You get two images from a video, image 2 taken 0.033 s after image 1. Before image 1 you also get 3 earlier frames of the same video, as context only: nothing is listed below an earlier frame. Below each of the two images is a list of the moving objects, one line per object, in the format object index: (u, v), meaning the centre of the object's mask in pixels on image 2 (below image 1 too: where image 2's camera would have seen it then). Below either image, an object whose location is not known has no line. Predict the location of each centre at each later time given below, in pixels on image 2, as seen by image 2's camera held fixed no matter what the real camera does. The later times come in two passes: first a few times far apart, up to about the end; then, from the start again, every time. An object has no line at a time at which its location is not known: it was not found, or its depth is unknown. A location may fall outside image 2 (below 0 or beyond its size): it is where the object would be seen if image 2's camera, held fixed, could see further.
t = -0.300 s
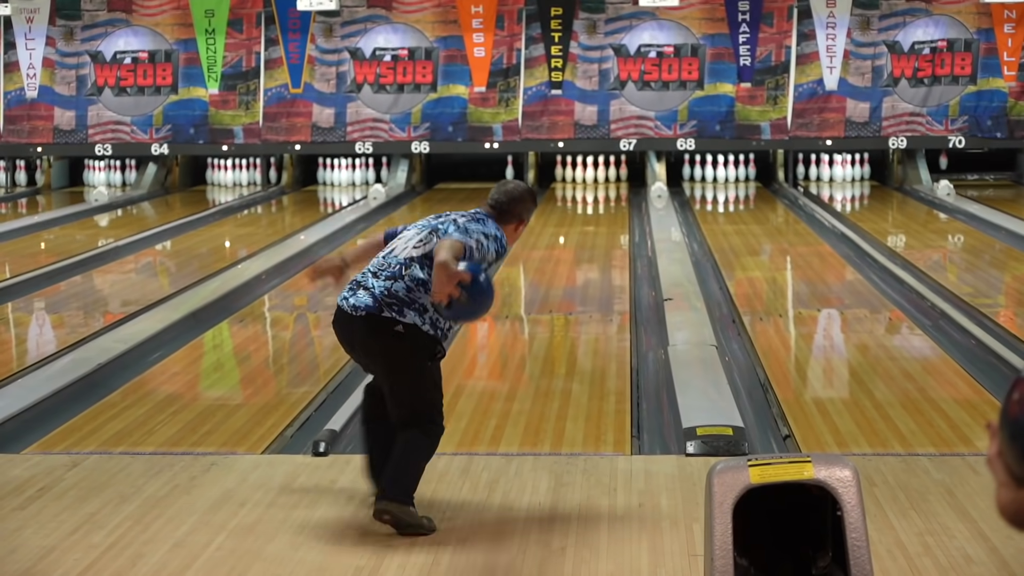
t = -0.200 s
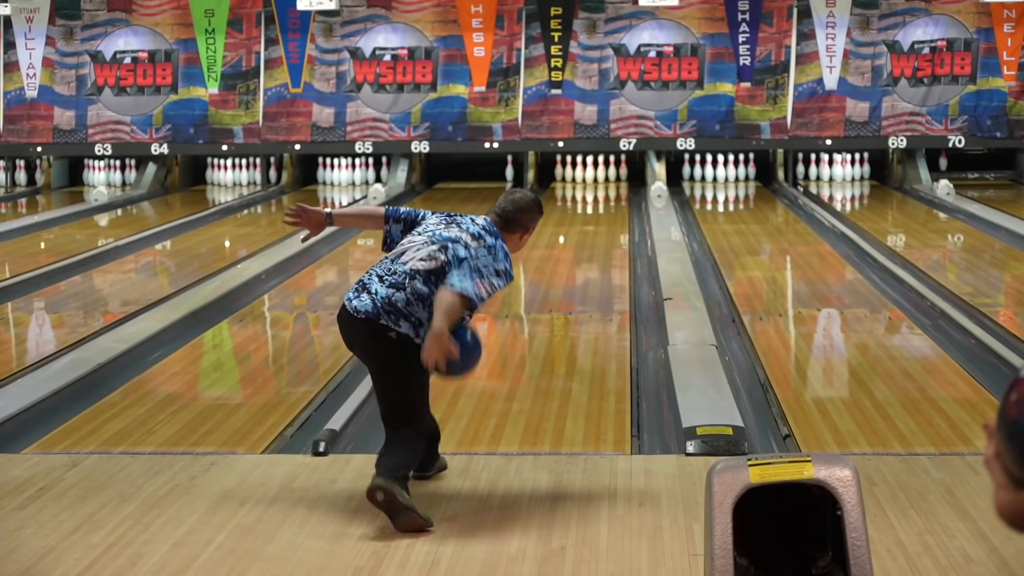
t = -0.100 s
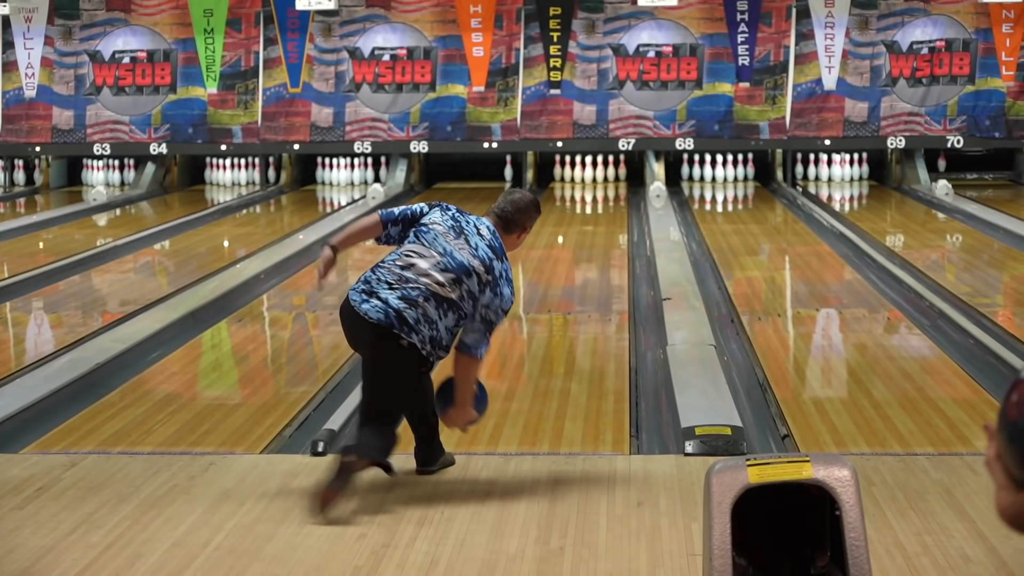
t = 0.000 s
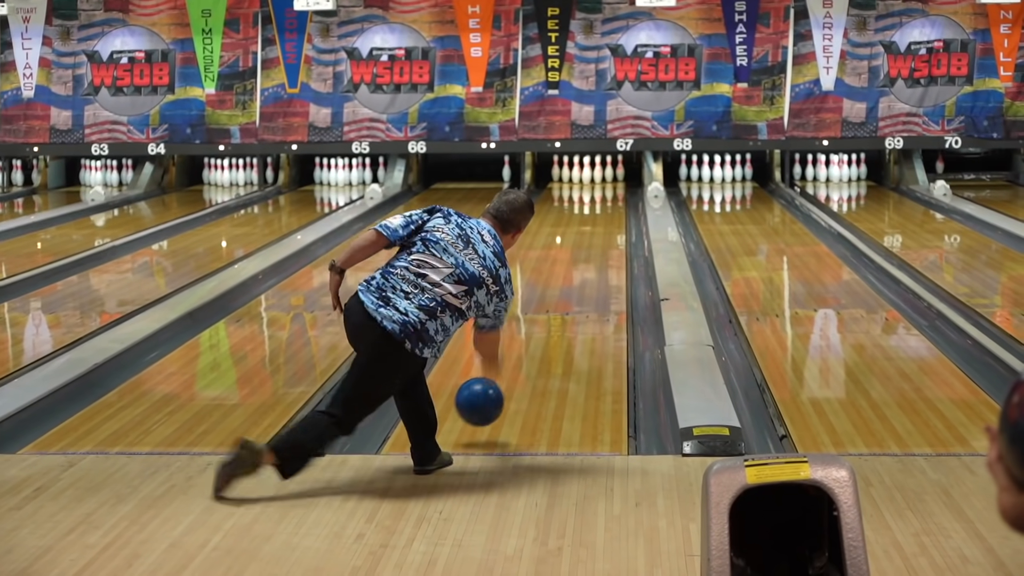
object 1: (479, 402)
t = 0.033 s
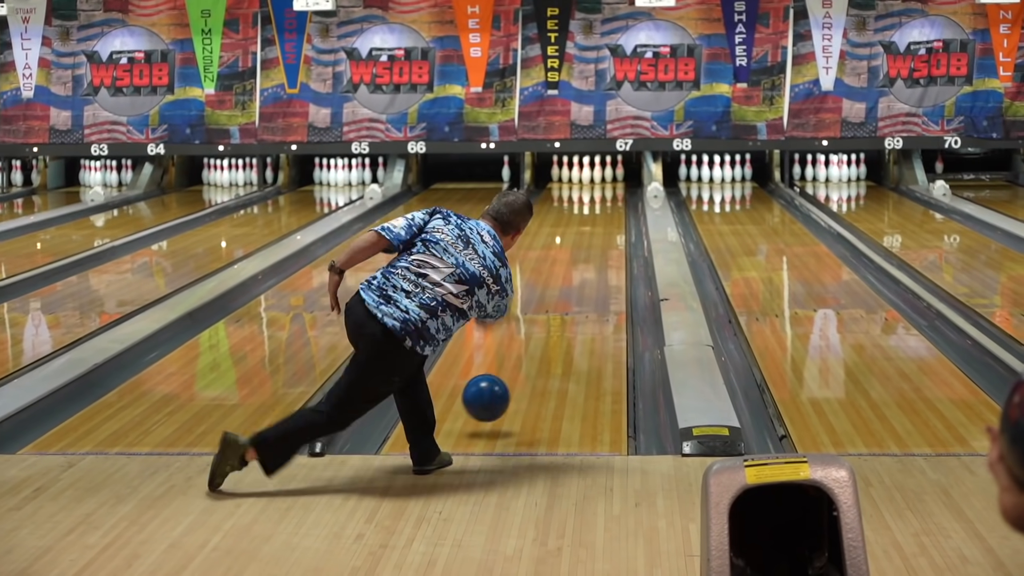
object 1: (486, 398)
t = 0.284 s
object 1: (526, 351)
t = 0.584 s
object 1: (557, 301)
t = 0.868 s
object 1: (577, 269)
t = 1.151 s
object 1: (592, 244)
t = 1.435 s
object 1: (602, 224)
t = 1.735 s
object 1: (609, 208)
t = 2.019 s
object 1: (610, 195)
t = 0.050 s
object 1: (489, 397)
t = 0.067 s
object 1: (492, 396)
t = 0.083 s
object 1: (495, 396)
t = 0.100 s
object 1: (498, 394)
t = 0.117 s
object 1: (501, 389)
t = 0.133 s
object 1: (504, 384)
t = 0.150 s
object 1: (507, 381)
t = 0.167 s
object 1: (509, 377)
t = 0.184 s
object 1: (512, 373)
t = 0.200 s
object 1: (514, 369)
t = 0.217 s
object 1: (517, 365)
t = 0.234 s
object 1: (519, 362)
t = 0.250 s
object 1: (521, 358)
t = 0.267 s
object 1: (524, 354)
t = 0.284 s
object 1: (526, 351)
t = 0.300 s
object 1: (528, 348)
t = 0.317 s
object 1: (530, 344)
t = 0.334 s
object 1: (532, 341)
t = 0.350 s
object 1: (534, 338)
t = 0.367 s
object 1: (536, 335)
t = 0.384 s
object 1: (538, 332)
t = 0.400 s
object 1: (539, 329)
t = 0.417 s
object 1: (541, 326)
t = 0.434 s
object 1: (543, 323)
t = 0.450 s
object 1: (545, 320)
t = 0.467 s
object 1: (546, 318)
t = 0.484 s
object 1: (548, 315)
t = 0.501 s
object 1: (549, 313)
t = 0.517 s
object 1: (551, 310)
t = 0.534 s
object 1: (552, 308)
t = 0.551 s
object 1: (554, 305)
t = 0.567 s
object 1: (555, 303)
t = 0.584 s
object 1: (557, 301)
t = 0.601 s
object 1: (558, 299)
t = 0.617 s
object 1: (560, 297)
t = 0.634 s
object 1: (561, 295)
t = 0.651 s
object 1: (562, 293)
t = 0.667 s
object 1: (564, 291)
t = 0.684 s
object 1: (565, 289)
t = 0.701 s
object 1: (566, 287)
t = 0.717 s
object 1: (567, 285)
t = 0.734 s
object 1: (568, 283)
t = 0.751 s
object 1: (570, 281)
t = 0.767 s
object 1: (571, 280)
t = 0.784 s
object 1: (572, 278)
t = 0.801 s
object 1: (573, 276)
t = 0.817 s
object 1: (574, 274)
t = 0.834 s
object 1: (575, 272)
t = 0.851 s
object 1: (576, 270)
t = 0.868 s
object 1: (577, 269)
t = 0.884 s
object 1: (578, 267)
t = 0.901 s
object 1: (579, 265)
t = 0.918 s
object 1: (580, 264)
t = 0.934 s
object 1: (581, 262)
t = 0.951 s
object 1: (582, 261)
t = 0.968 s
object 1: (583, 259)
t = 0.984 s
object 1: (584, 258)
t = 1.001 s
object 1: (584, 256)
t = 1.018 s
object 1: (585, 254)
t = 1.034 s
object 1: (586, 253)
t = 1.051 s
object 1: (587, 252)
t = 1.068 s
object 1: (588, 250)
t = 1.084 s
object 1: (589, 249)
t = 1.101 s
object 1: (589, 247)
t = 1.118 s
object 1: (590, 246)
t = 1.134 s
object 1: (591, 245)
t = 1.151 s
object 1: (592, 244)
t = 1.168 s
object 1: (592, 242)
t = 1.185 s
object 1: (593, 241)
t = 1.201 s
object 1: (594, 240)
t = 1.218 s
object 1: (595, 239)
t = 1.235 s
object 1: (595, 237)
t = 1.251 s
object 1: (596, 236)
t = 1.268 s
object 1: (597, 235)
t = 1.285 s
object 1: (597, 234)
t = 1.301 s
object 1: (598, 233)
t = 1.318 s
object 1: (598, 232)
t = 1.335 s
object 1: (599, 230)
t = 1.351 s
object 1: (599, 229)
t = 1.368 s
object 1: (600, 228)
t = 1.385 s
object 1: (601, 227)
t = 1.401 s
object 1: (601, 226)
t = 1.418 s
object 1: (602, 225)
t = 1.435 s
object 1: (602, 224)
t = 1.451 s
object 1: (603, 223)
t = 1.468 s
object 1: (603, 222)
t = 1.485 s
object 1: (604, 221)
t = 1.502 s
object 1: (604, 220)
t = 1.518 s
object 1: (605, 219)
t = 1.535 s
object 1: (605, 218)
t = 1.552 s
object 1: (605, 217)
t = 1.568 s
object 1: (606, 216)
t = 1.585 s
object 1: (606, 215)
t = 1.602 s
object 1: (607, 214)
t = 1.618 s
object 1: (607, 213)
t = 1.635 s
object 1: (608, 213)
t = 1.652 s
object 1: (608, 212)
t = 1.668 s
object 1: (608, 211)
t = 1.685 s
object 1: (608, 210)
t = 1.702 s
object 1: (609, 210)
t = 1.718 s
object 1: (609, 208)
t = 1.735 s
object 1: (609, 208)
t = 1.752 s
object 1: (609, 207)
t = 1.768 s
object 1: (610, 206)
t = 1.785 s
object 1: (610, 205)
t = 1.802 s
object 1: (610, 205)
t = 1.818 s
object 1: (610, 204)
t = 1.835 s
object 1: (611, 203)
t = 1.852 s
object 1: (611, 202)
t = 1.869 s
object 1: (611, 202)
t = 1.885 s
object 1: (611, 201)
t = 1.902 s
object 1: (611, 200)
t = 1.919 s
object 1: (611, 200)
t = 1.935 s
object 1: (611, 199)
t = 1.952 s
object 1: (611, 198)
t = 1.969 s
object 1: (611, 197)
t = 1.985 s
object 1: (611, 196)
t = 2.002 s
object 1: (610, 196)
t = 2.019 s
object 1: (610, 195)
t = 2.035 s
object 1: (610, 195)
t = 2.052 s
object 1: (610, 194)
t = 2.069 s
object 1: (609, 194)
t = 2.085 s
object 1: (609, 193)
